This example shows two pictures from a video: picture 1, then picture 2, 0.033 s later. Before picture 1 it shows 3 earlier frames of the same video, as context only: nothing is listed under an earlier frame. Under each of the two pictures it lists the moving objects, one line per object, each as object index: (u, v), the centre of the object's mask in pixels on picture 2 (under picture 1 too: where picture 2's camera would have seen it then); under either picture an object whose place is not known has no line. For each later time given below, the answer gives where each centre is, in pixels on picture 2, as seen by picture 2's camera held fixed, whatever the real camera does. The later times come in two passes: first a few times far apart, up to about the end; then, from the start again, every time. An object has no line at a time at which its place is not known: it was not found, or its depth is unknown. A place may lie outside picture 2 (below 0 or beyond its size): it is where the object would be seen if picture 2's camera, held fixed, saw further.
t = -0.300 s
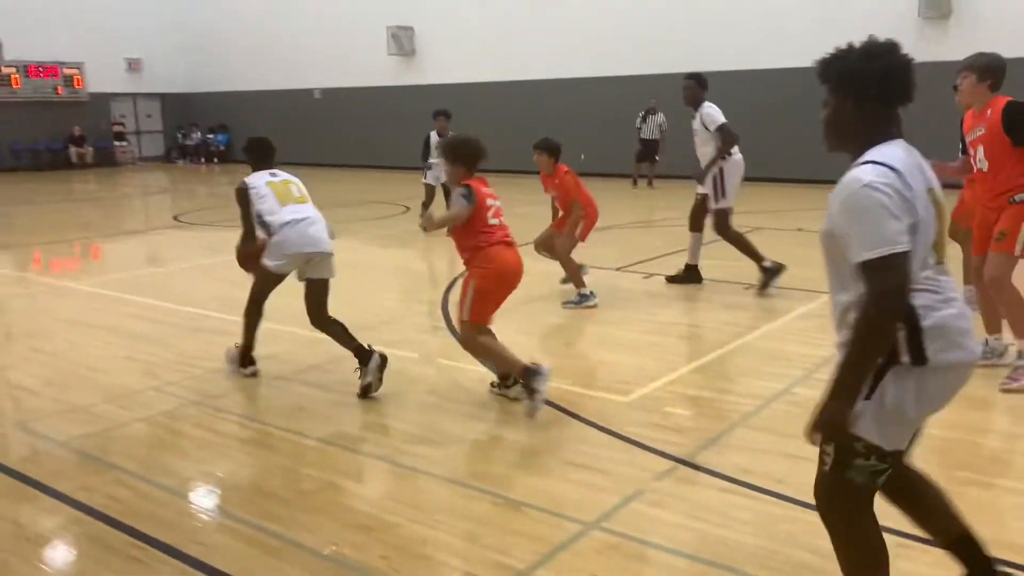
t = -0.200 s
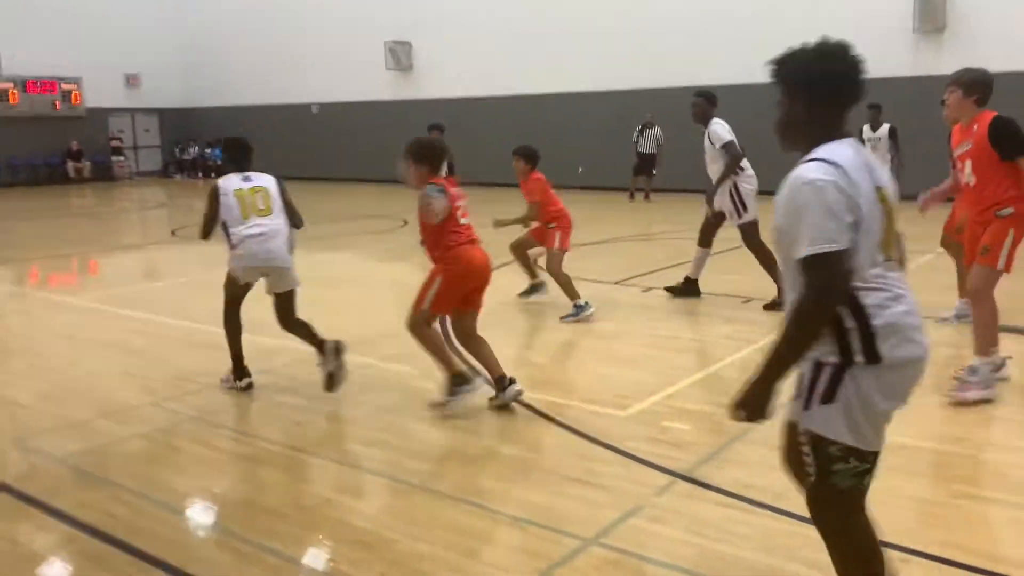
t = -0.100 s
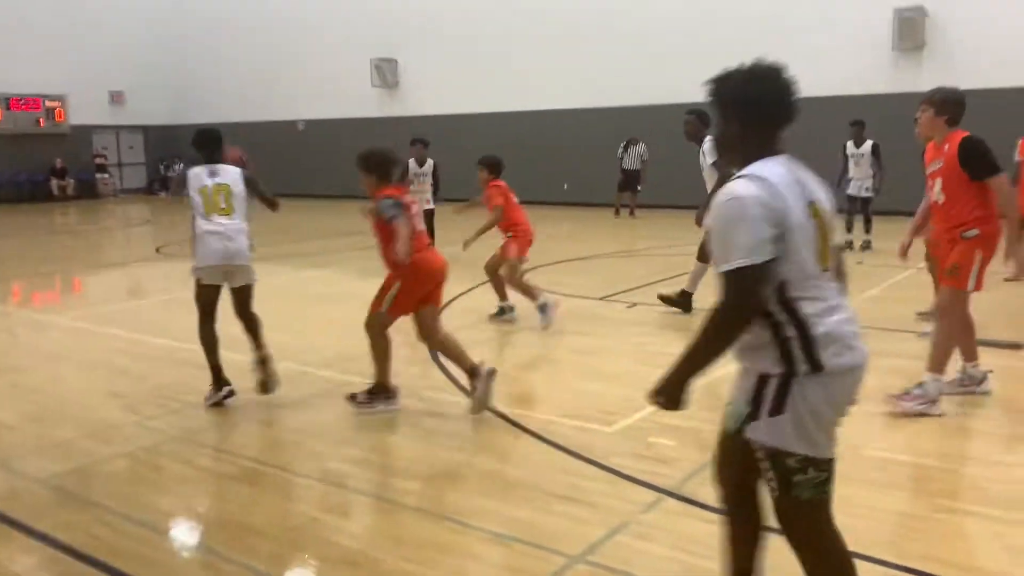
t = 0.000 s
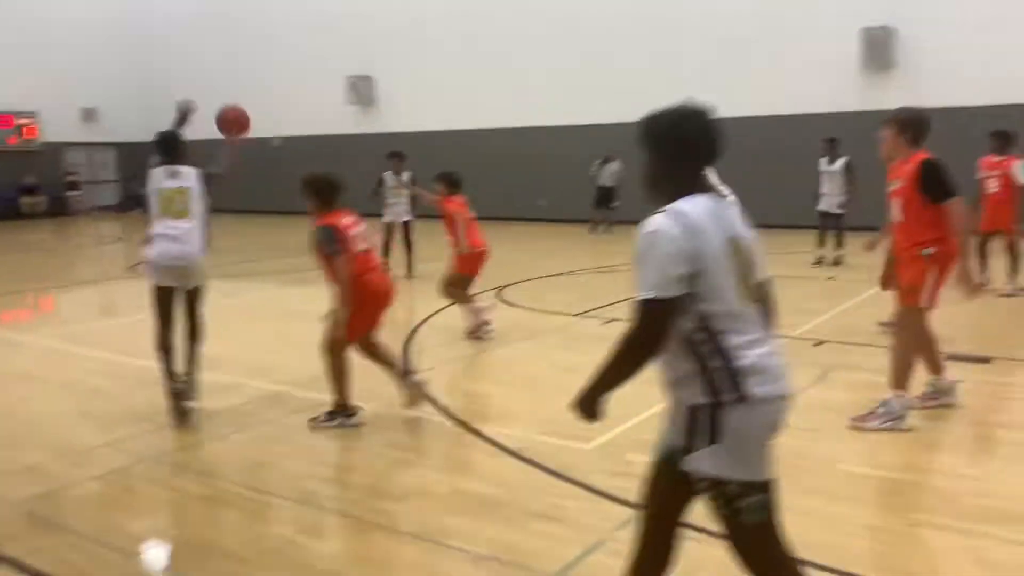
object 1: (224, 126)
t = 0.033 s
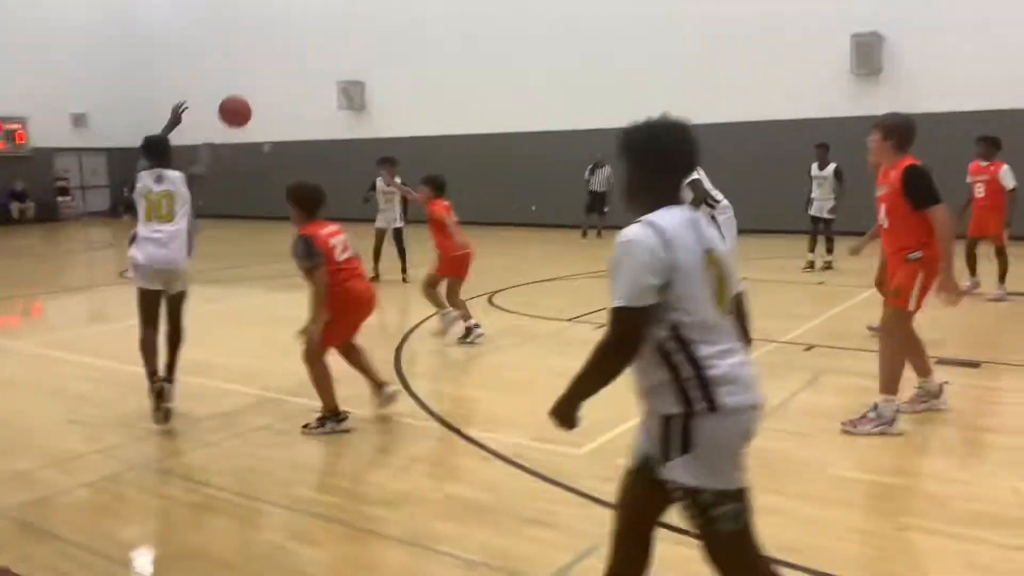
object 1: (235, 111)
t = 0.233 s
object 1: (289, 66)
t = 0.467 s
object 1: (332, 76)
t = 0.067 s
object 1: (245, 99)
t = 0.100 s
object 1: (255, 89)
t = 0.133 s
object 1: (264, 80)
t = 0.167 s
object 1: (273, 74)
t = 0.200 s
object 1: (281, 69)
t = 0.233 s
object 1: (289, 66)
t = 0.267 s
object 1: (296, 64)
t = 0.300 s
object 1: (303, 64)
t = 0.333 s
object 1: (310, 64)
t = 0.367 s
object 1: (316, 66)
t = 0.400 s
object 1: (321, 69)
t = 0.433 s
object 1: (327, 72)
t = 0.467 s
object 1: (332, 76)
